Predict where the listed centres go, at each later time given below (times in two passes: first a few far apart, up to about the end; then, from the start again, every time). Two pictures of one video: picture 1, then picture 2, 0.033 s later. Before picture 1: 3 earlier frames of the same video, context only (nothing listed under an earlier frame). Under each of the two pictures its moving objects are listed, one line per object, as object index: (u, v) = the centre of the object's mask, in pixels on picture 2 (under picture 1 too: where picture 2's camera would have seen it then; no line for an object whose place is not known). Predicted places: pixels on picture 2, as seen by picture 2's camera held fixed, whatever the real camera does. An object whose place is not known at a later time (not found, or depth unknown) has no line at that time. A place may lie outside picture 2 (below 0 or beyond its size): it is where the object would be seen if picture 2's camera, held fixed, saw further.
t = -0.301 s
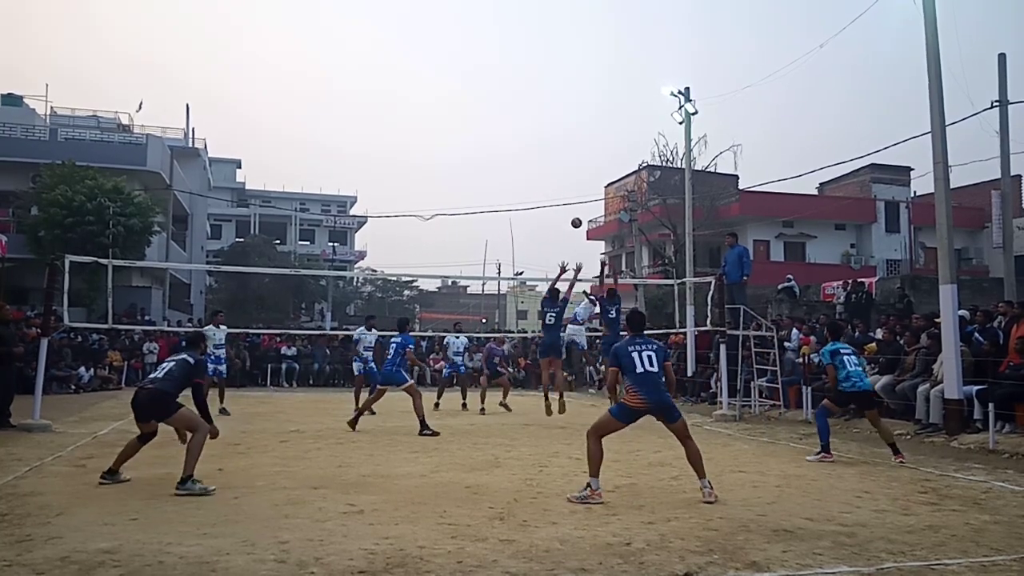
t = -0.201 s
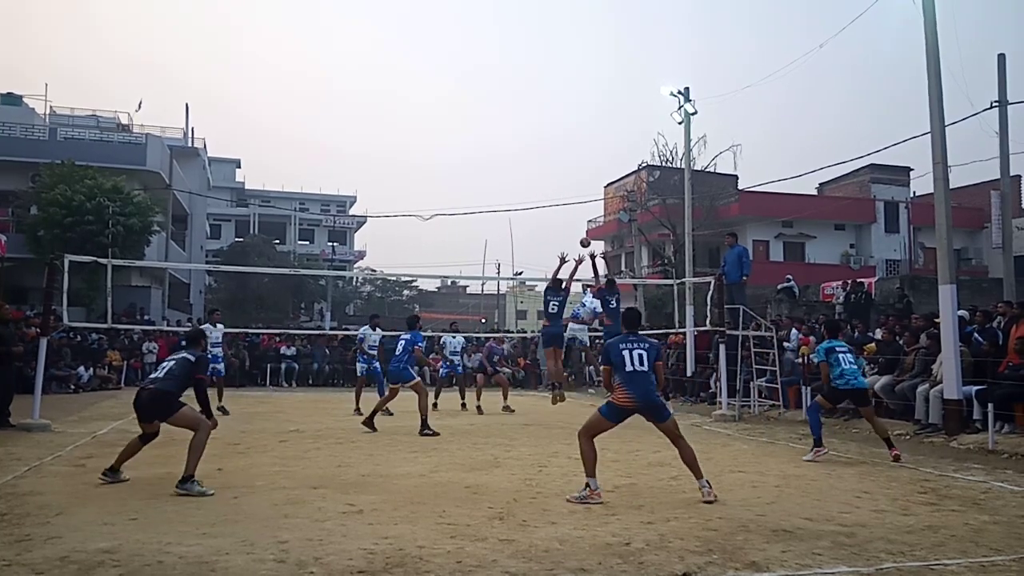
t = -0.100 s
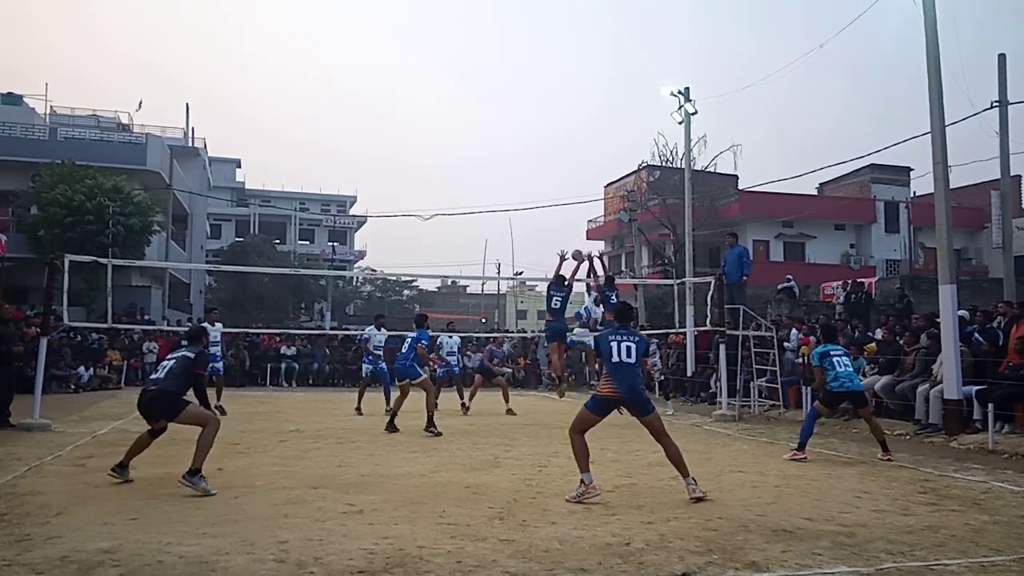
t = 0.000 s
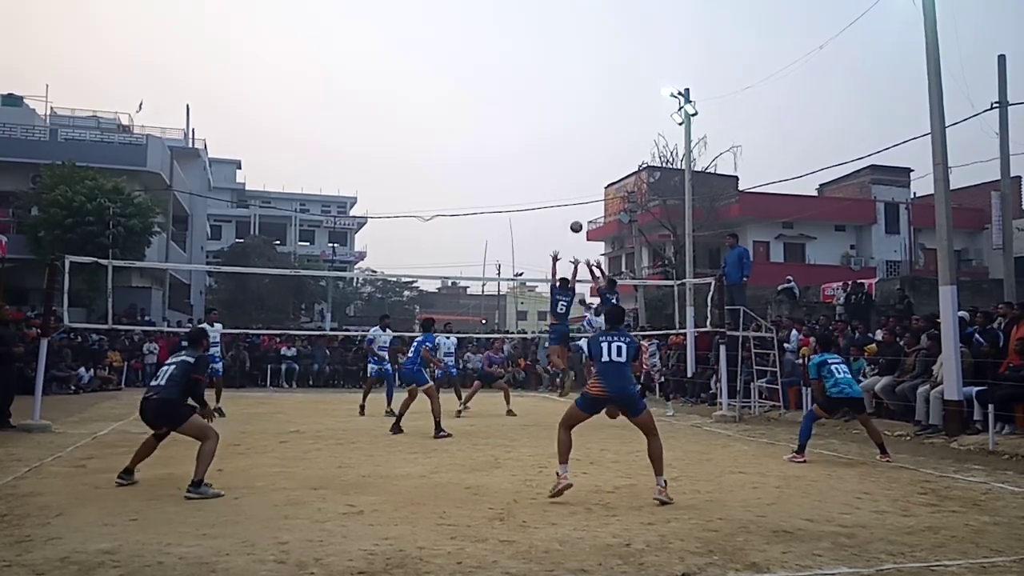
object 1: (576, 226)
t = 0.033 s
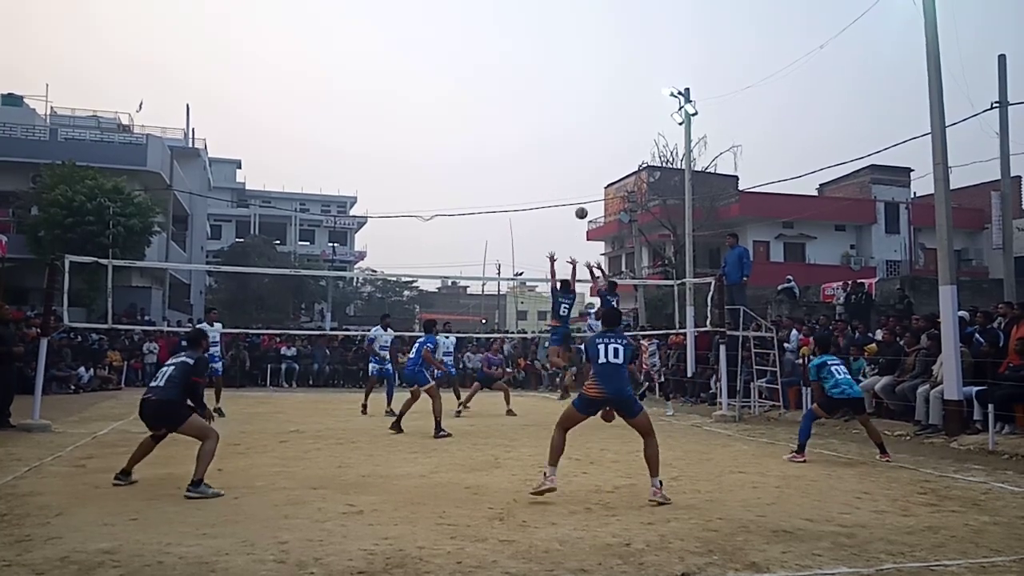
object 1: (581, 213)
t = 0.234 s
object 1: (612, 140)
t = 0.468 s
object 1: (652, 75)
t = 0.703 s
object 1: (701, 39)
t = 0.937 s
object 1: (759, 47)
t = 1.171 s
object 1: (835, 123)
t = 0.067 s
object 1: (586, 200)
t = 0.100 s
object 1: (591, 187)
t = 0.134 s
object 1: (596, 175)
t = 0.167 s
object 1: (601, 163)
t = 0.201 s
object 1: (606, 151)
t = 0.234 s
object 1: (612, 140)
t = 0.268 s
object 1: (617, 129)
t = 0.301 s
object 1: (622, 119)
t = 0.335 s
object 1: (628, 110)
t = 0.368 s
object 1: (634, 100)
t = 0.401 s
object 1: (640, 91)
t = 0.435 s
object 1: (646, 83)
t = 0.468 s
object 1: (652, 75)
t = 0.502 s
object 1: (659, 68)
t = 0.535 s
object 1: (665, 62)
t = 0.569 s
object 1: (672, 56)
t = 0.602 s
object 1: (679, 51)
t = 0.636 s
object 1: (686, 46)
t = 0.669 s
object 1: (693, 42)
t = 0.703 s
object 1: (701, 39)
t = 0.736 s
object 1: (708, 38)
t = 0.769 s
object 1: (716, 36)
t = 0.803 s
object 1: (724, 36)
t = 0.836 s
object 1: (733, 37)
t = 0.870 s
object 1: (741, 39)
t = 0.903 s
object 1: (750, 43)
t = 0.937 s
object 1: (759, 47)
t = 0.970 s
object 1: (769, 52)
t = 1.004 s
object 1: (779, 60)
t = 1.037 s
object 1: (790, 69)
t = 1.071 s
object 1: (800, 80)
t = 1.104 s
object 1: (811, 92)
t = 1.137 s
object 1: (822, 107)
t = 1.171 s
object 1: (835, 123)
